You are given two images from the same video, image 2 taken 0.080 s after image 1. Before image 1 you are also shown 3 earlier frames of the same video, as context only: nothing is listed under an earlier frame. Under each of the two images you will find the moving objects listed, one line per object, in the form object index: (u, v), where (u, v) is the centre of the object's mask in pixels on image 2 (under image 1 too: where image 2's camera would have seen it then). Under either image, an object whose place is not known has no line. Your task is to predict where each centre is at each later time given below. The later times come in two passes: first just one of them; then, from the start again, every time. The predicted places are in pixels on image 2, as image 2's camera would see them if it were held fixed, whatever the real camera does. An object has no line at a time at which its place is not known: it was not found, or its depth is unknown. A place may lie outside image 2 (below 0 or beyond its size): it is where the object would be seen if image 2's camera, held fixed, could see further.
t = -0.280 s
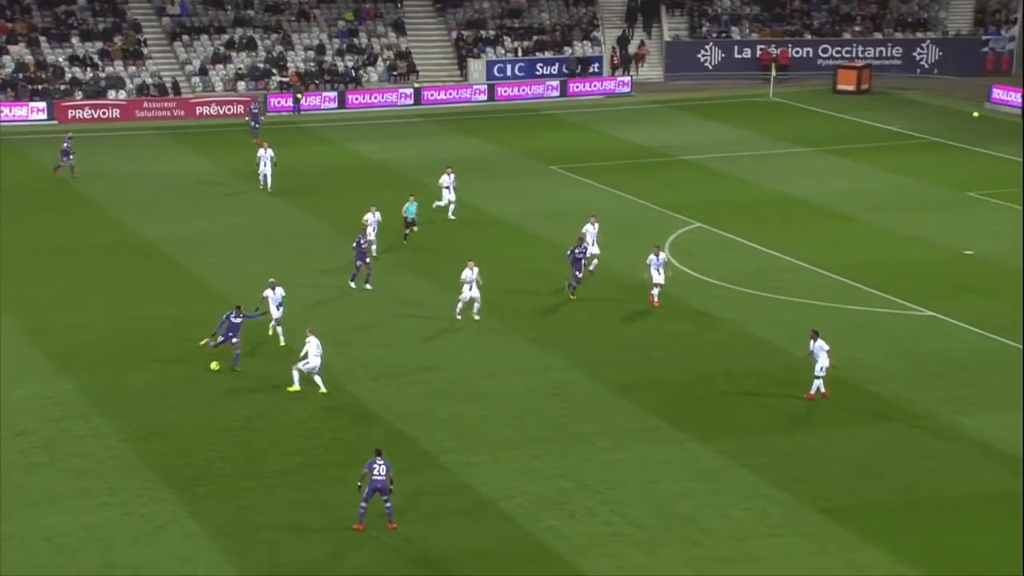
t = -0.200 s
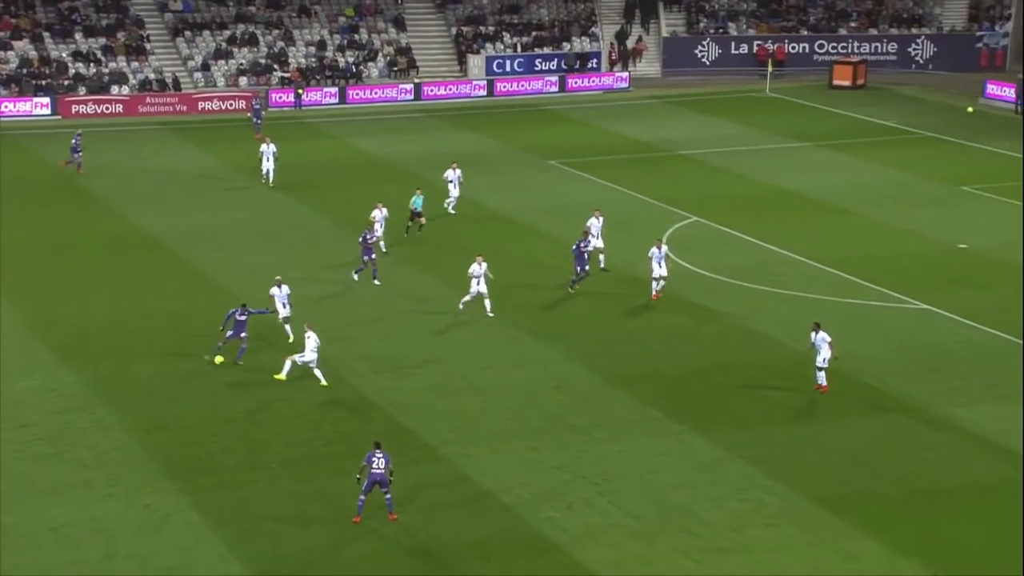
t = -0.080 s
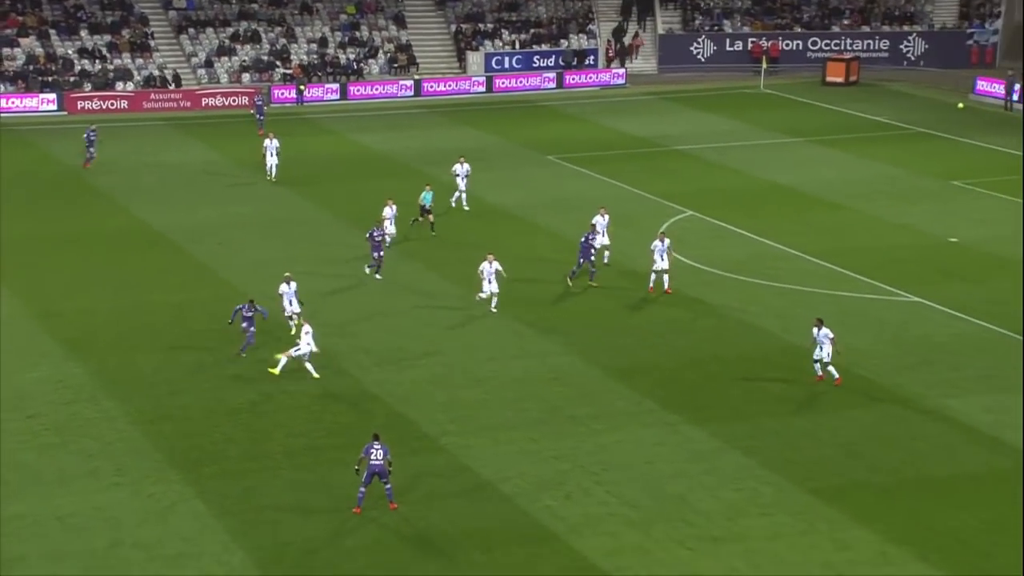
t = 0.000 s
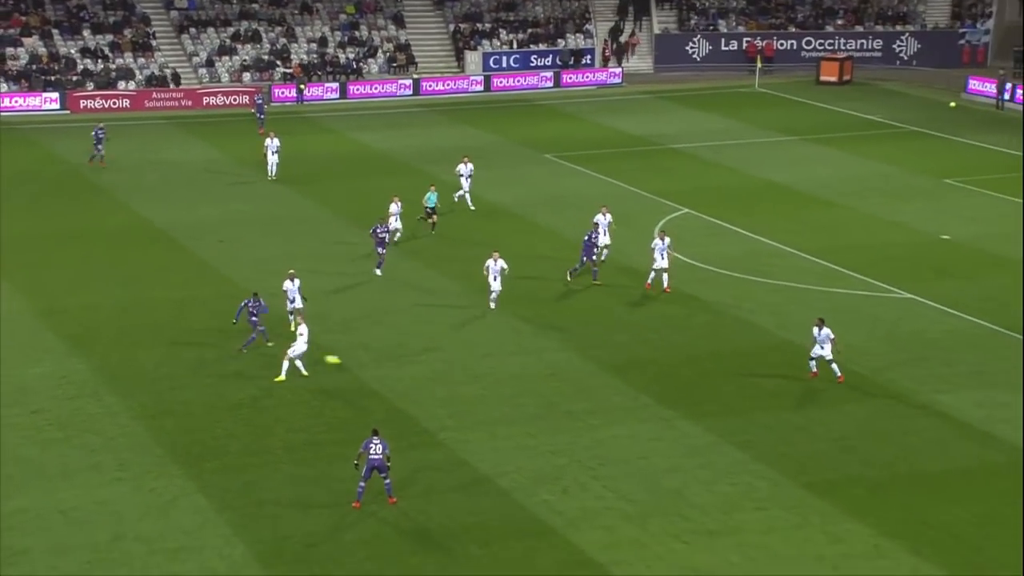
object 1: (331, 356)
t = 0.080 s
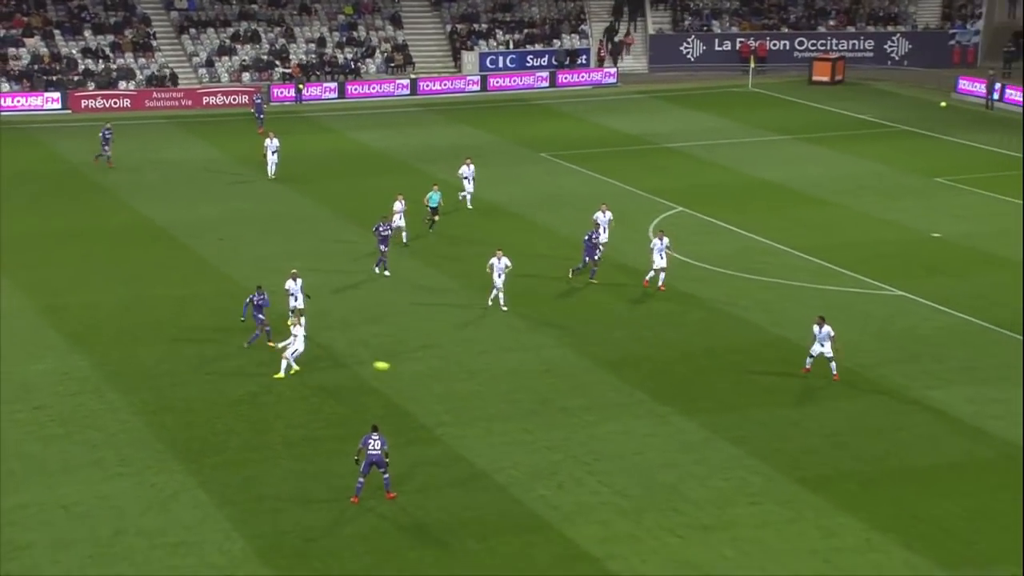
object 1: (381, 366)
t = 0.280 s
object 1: (512, 404)
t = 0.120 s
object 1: (407, 371)
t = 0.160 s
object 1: (432, 378)
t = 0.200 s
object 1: (458, 386)
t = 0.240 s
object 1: (484, 394)
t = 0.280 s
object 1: (512, 404)
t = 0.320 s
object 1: (539, 413)
